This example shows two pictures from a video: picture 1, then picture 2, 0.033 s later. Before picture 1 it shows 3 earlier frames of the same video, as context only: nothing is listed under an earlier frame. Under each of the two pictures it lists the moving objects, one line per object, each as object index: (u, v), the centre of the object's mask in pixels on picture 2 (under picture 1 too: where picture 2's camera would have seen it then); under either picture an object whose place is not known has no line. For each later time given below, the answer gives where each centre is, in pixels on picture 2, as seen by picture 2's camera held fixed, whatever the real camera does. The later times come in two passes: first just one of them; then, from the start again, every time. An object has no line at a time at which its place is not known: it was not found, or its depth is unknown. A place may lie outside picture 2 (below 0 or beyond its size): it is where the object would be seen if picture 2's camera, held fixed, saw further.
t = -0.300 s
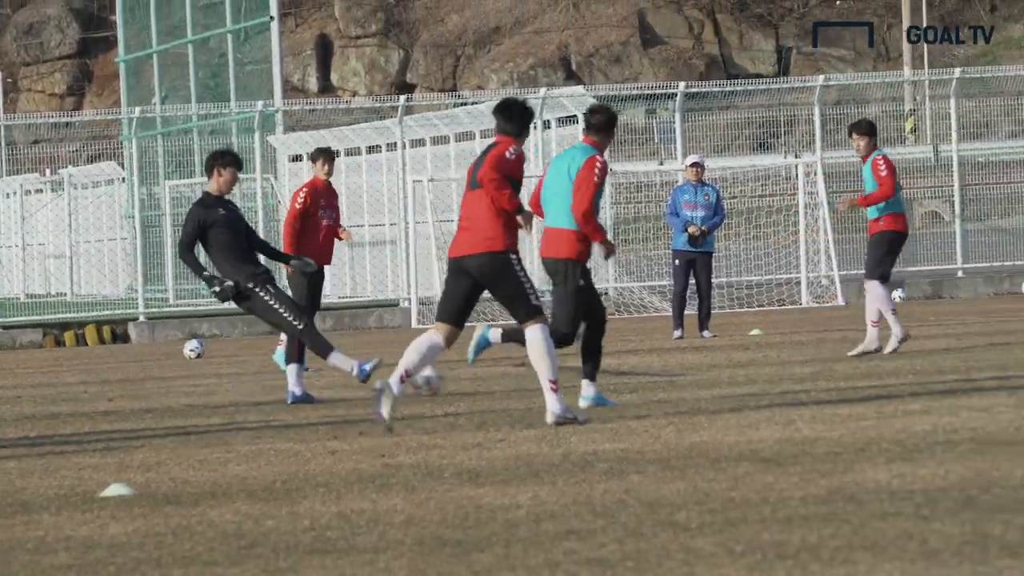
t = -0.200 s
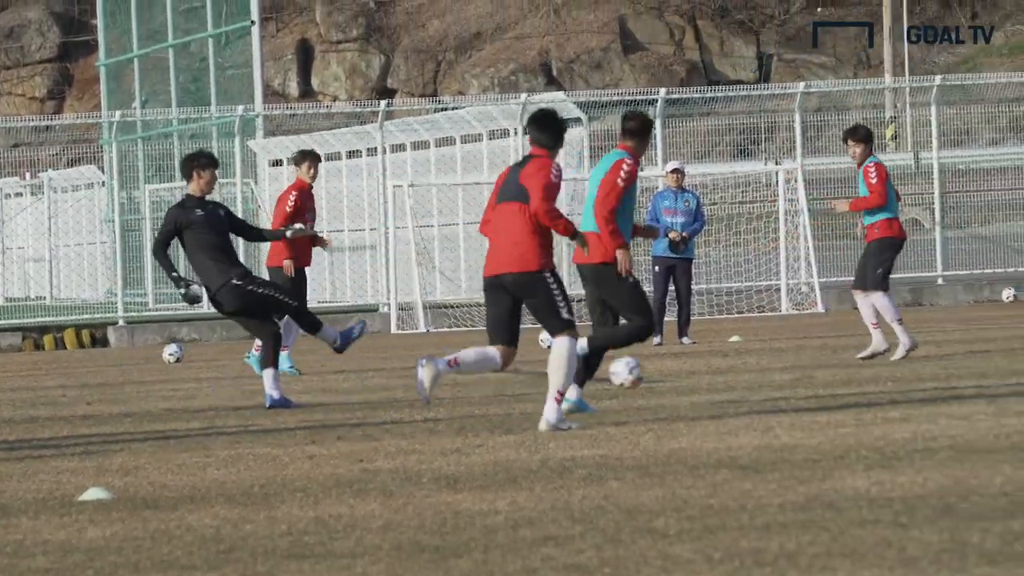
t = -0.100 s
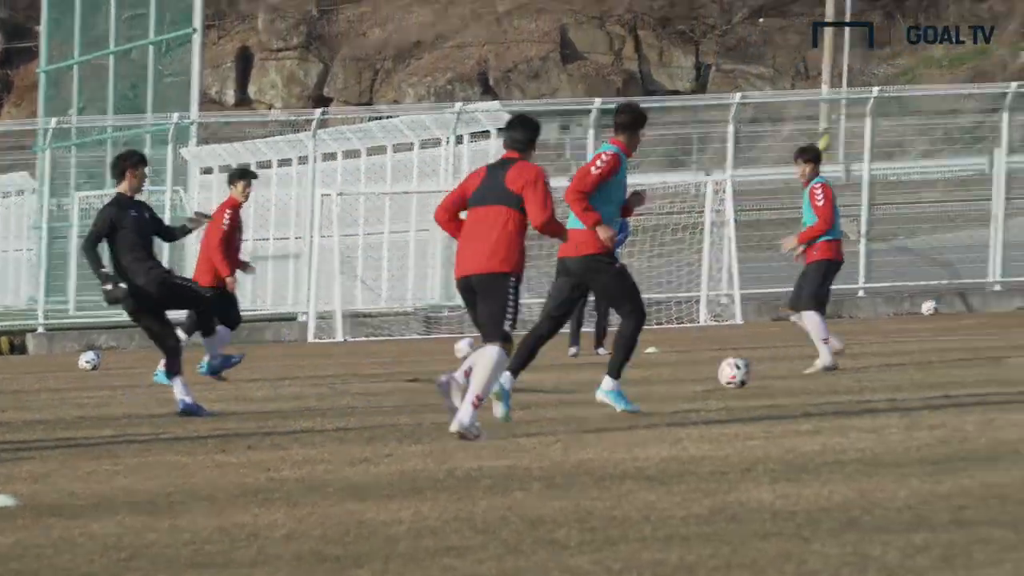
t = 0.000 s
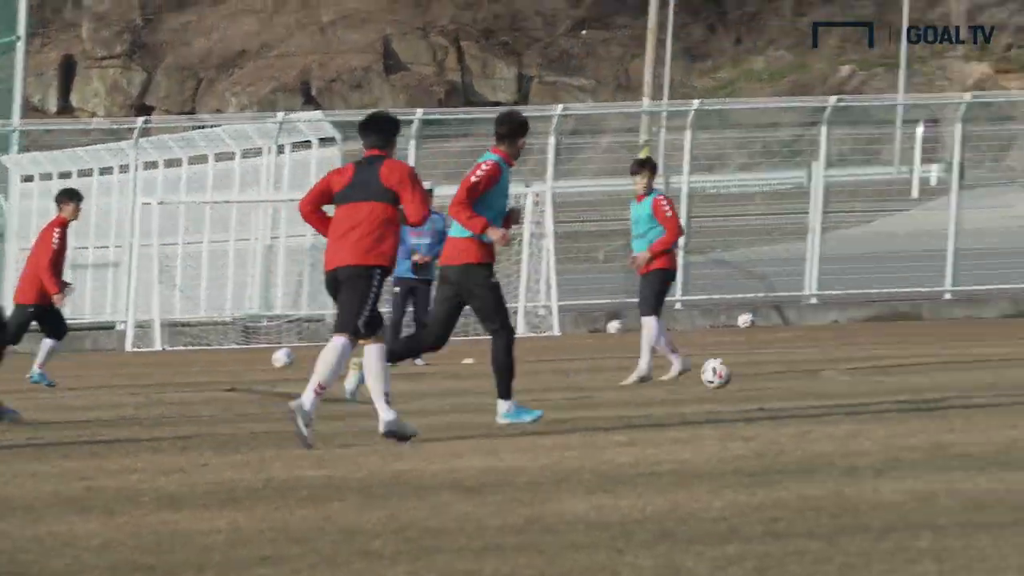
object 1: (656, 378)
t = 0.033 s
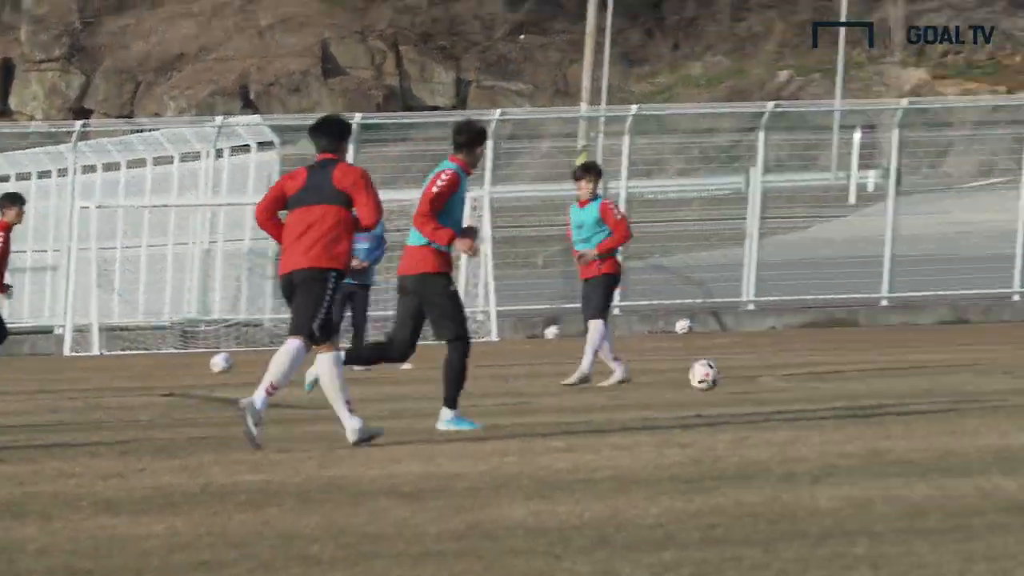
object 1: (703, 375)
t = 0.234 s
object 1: (964, 368)
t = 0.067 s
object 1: (749, 375)
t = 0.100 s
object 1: (795, 376)
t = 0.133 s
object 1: (839, 374)
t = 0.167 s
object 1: (883, 371)
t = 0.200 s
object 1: (926, 370)
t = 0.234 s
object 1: (964, 368)
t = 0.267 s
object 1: (1000, 366)
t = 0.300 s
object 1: (1035, 362)
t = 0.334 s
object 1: (1071, 361)
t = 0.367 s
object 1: (1101, 362)
